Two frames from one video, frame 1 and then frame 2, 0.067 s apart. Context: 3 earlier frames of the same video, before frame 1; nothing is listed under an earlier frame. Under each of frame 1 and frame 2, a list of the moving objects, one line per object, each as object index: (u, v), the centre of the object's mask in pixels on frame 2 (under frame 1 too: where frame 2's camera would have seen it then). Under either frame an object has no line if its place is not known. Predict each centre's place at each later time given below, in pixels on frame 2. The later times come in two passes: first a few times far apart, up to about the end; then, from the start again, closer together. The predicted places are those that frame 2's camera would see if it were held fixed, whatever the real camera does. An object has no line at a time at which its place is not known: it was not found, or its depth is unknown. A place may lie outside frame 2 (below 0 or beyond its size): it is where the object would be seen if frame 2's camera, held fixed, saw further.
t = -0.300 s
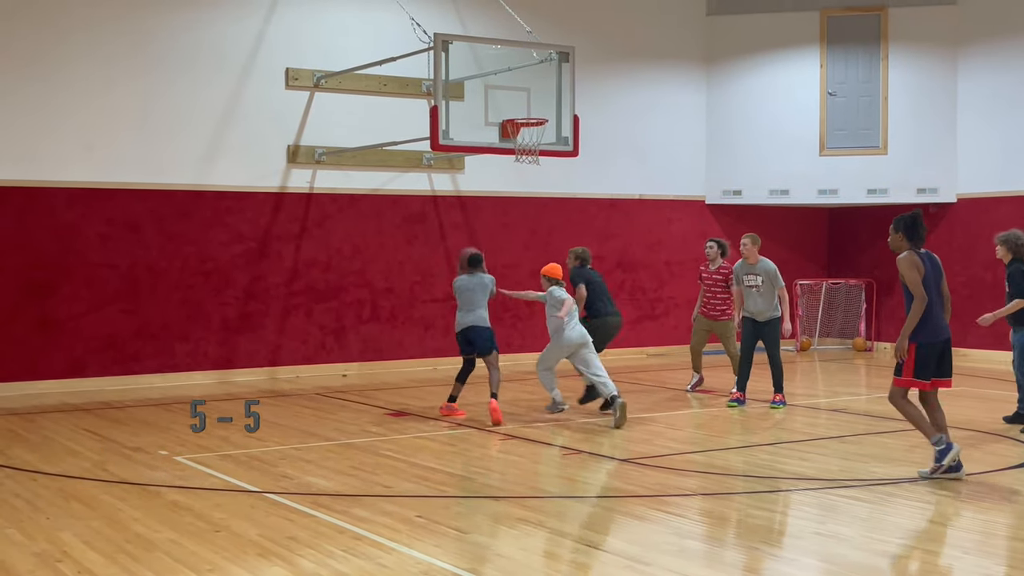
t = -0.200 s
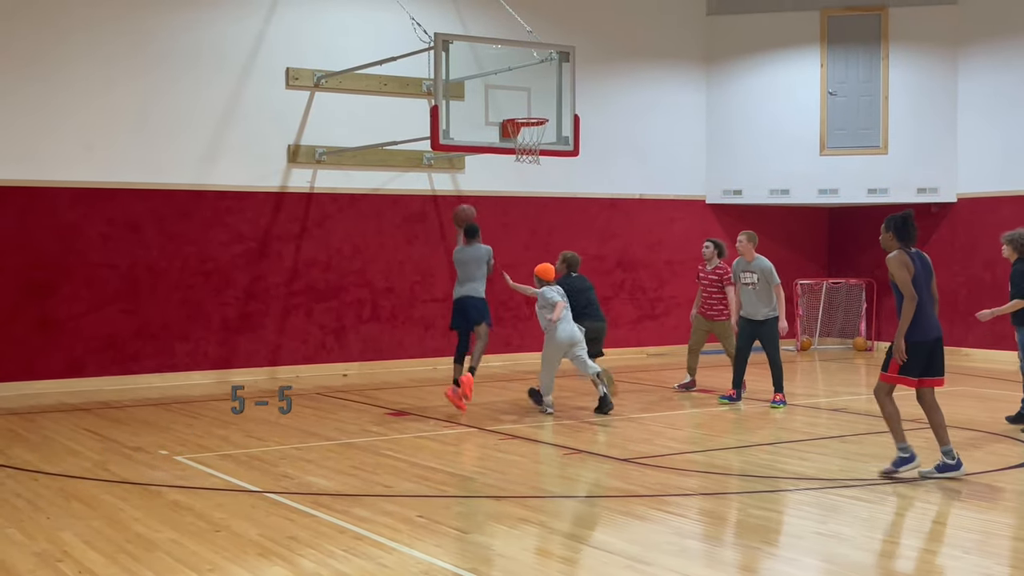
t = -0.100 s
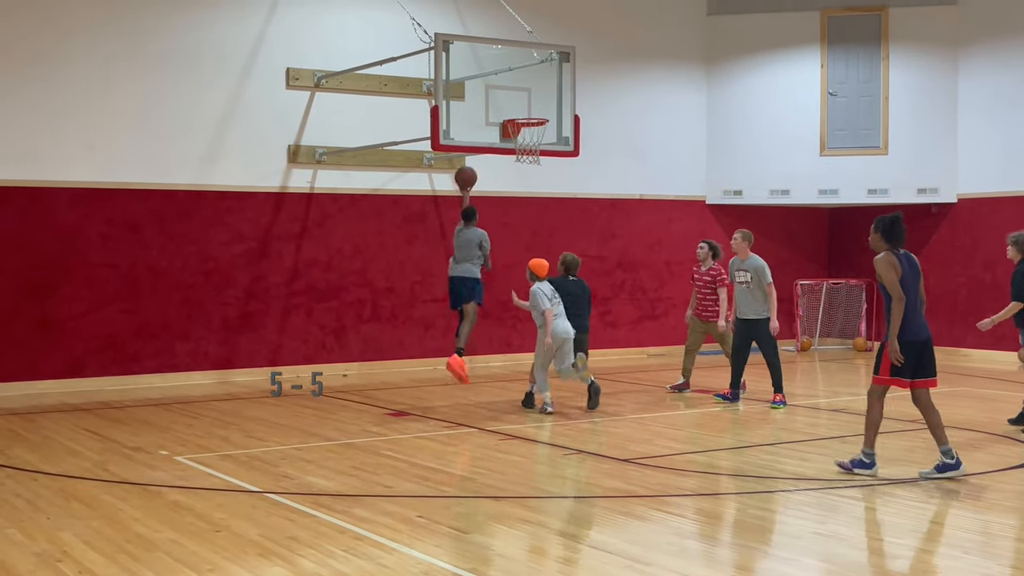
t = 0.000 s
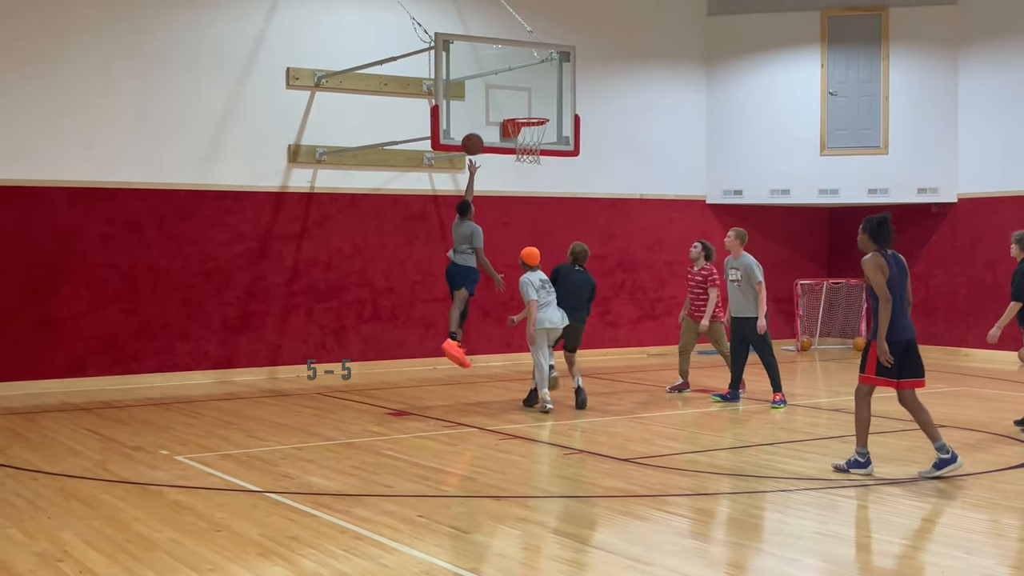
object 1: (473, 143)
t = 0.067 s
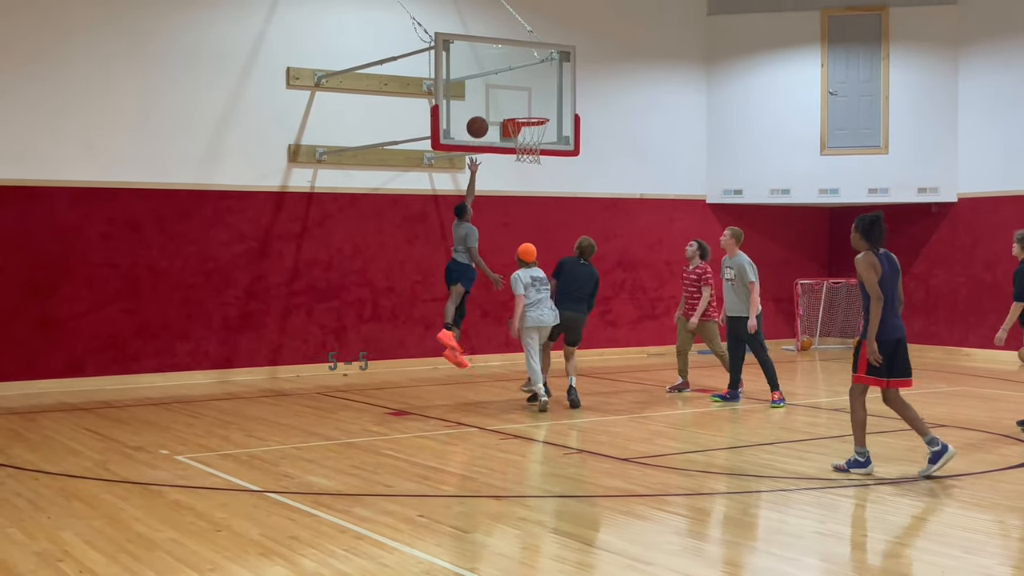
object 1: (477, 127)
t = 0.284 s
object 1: (497, 101)
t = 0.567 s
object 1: (530, 125)
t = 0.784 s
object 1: (520, 178)
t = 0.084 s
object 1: (478, 123)
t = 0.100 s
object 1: (480, 120)
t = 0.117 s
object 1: (481, 117)
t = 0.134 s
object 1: (482, 115)
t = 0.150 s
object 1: (483, 112)
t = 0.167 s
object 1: (484, 110)
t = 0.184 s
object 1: (485, 109)
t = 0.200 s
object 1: (487, 107)
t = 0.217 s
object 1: (489, 105)
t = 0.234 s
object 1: (491, 104)
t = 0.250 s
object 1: (493, 102)
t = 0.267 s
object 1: (495, 102)
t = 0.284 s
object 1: (497, 101)
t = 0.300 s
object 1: (500, 100)
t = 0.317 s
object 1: (502, 100)
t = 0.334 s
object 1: (504, 100)
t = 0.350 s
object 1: (507, 100)
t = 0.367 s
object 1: (509, 101)
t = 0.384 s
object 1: (511, 102)
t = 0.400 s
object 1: (513, 103)
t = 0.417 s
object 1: (516, 104)
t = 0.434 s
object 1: (518, 106)
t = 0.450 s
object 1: (520, 107)
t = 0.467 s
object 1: (523, 108)
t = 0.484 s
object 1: (525, 110)
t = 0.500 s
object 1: (527, 111)
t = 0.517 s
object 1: (530, 112)
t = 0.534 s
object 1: (531, 119)
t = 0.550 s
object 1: (531, 122)
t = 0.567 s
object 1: (530, 125)
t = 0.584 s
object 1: (529, 128)
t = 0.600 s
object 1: (528, 131)
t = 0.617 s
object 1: (527, 134)
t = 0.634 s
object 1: (526, 137)
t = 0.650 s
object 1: (525, 143)
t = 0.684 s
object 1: (524, 151)
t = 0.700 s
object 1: (523, 155)
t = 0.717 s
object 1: (522, 162)
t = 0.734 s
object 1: (522, 166)
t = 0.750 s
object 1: (521, 169)
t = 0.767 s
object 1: (521, 173)
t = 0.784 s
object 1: (520, 178)
